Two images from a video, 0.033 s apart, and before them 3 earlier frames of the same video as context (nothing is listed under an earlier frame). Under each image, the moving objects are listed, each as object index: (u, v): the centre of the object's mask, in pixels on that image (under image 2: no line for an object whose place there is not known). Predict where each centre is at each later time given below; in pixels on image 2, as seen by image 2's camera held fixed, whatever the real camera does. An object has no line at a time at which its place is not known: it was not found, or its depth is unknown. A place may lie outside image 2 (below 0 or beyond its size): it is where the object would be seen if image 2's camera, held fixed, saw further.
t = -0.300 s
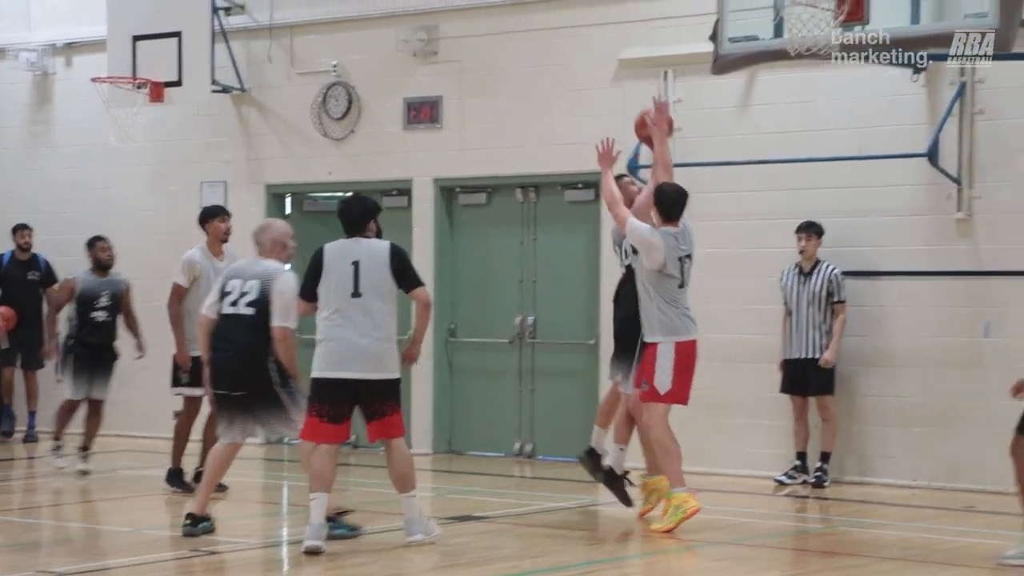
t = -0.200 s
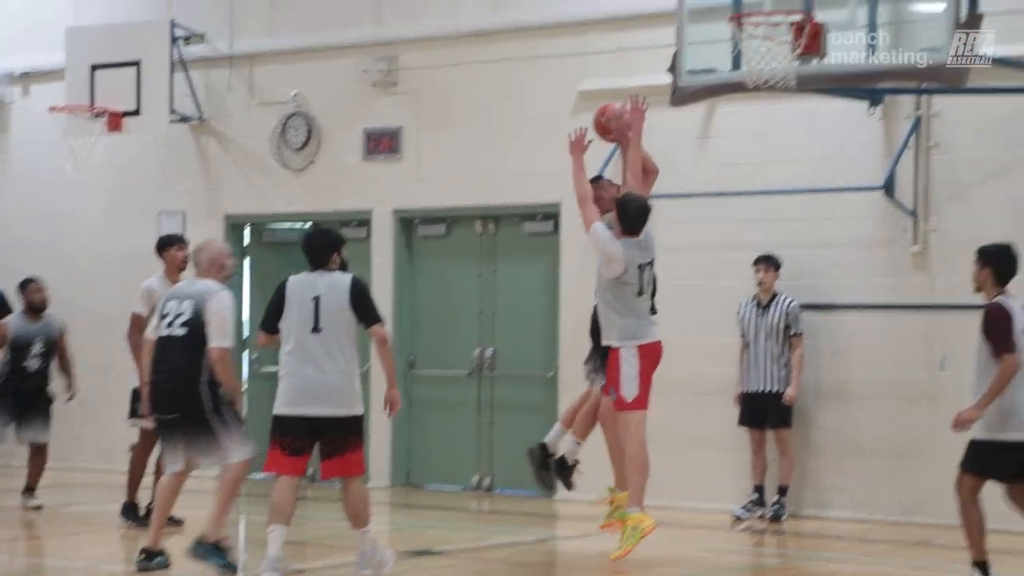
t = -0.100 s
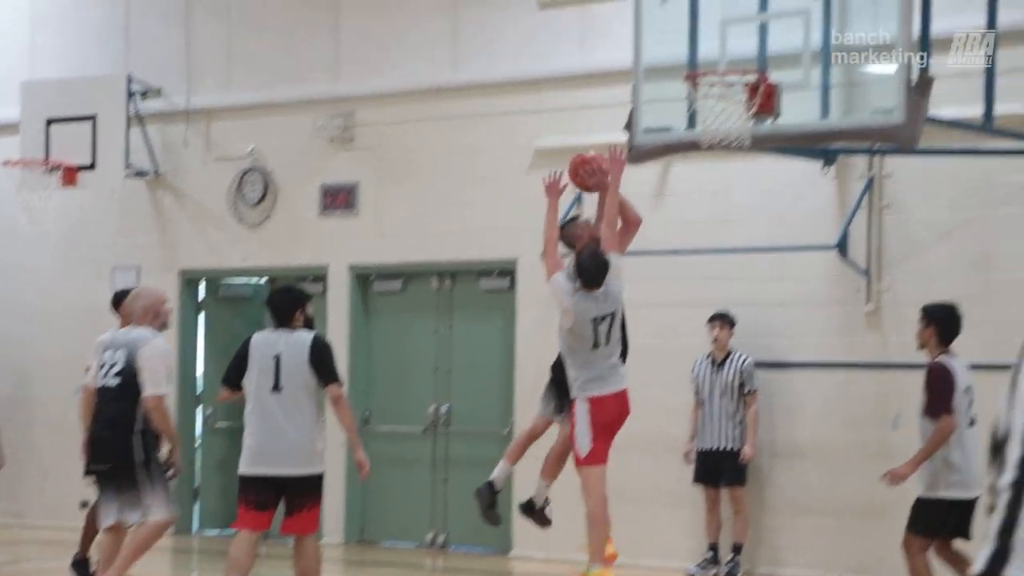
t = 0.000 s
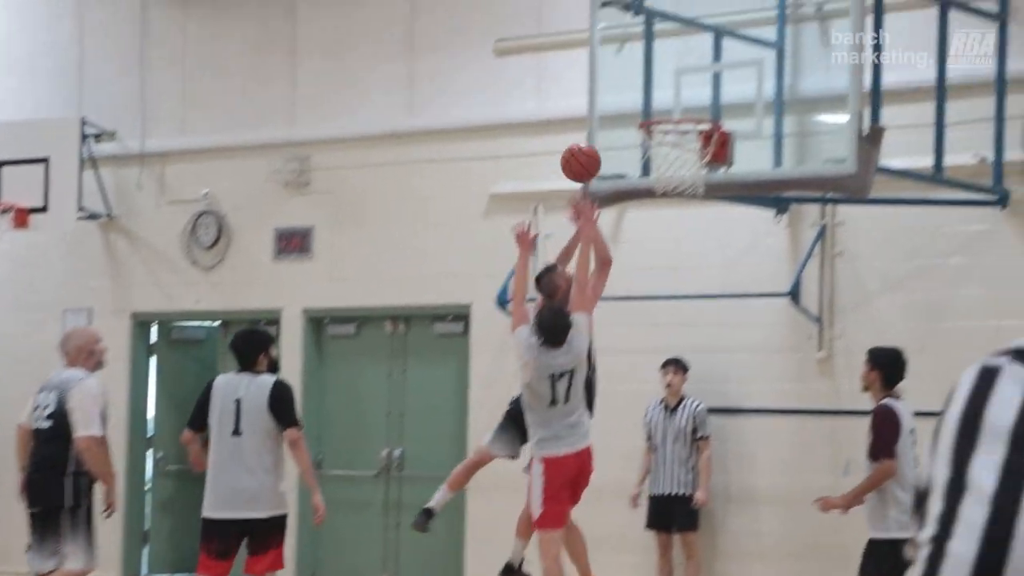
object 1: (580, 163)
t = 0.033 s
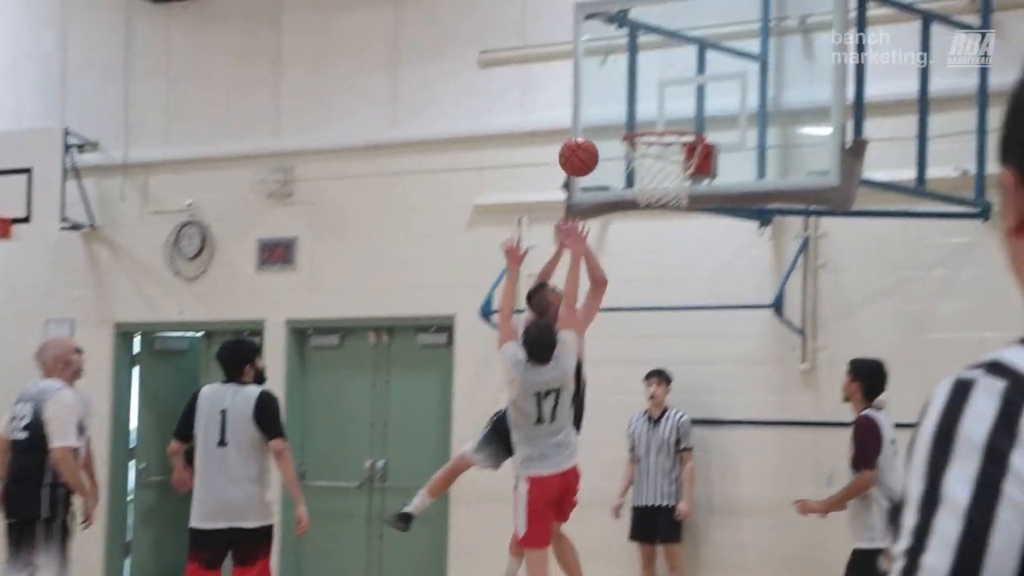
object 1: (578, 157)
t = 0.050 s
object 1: (585, 149)
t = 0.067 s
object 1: (593, 141)
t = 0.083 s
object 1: (600, 134)
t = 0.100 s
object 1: (606, 128)
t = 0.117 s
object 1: (612, 121)
